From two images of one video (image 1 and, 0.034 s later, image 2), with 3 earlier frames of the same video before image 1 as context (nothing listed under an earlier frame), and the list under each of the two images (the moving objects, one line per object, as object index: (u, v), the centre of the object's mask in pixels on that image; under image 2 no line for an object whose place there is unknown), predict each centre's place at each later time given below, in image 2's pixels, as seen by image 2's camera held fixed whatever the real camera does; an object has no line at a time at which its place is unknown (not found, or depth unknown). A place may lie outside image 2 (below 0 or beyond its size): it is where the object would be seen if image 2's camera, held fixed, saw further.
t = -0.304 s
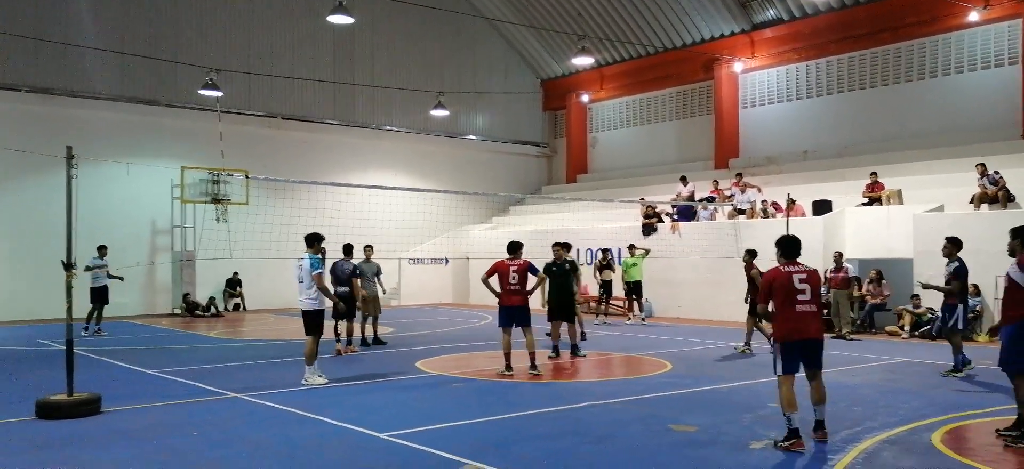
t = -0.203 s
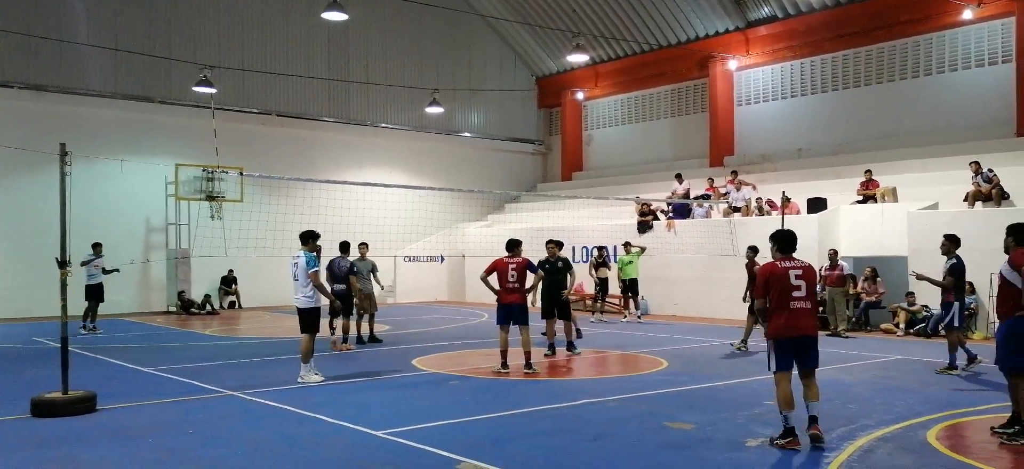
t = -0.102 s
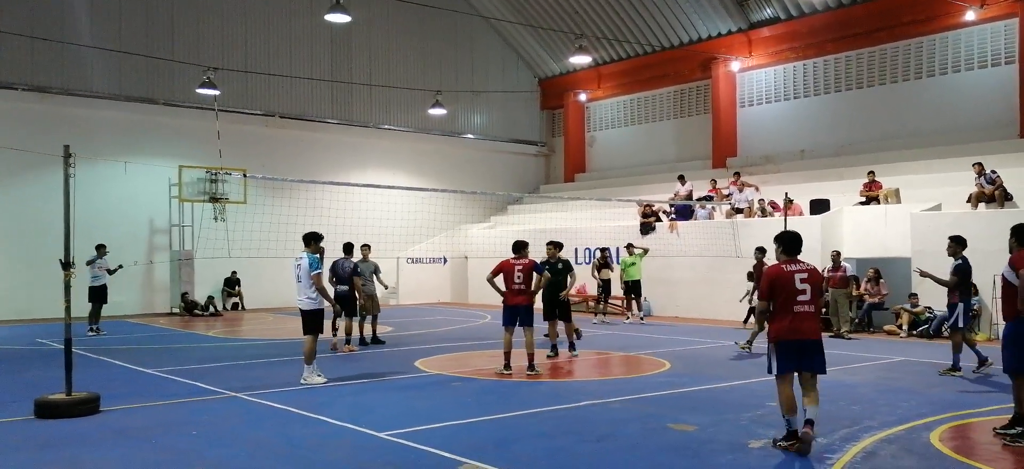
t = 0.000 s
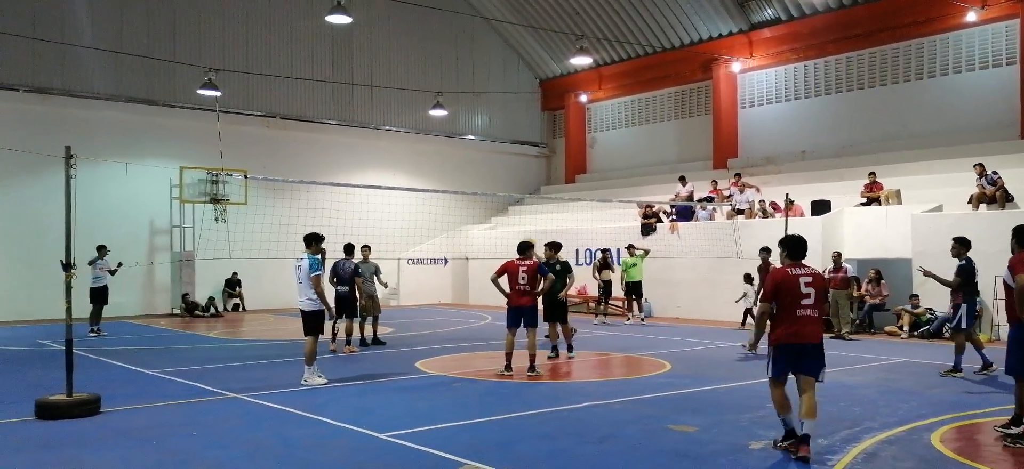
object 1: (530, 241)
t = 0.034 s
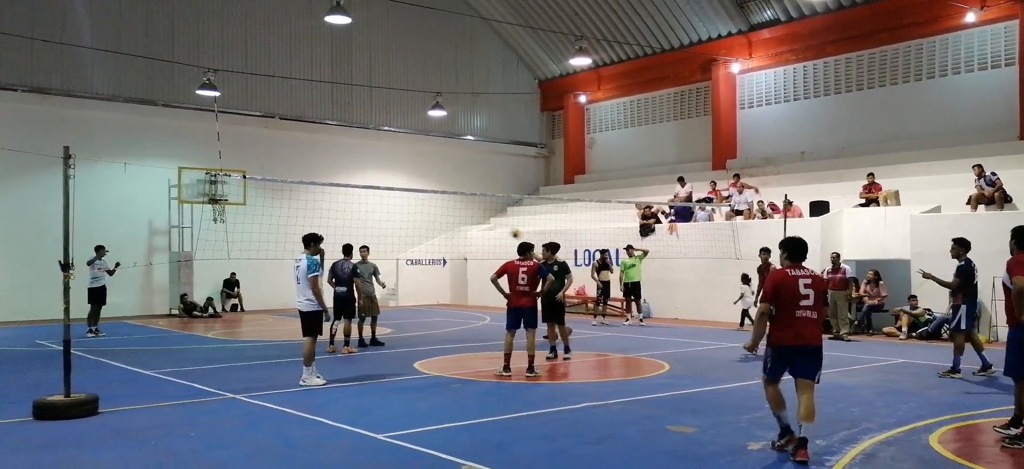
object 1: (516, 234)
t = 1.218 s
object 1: (166, 254)
